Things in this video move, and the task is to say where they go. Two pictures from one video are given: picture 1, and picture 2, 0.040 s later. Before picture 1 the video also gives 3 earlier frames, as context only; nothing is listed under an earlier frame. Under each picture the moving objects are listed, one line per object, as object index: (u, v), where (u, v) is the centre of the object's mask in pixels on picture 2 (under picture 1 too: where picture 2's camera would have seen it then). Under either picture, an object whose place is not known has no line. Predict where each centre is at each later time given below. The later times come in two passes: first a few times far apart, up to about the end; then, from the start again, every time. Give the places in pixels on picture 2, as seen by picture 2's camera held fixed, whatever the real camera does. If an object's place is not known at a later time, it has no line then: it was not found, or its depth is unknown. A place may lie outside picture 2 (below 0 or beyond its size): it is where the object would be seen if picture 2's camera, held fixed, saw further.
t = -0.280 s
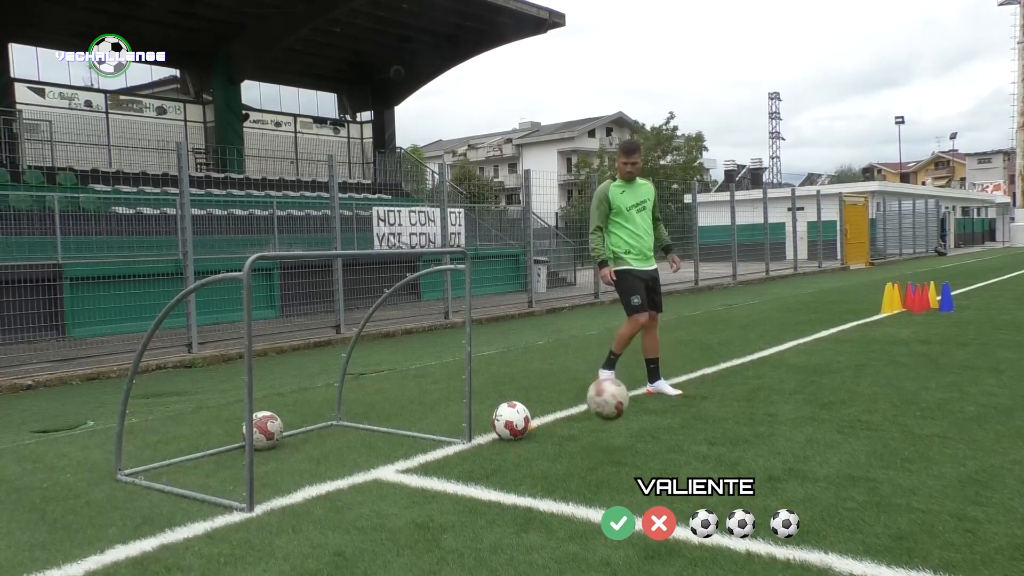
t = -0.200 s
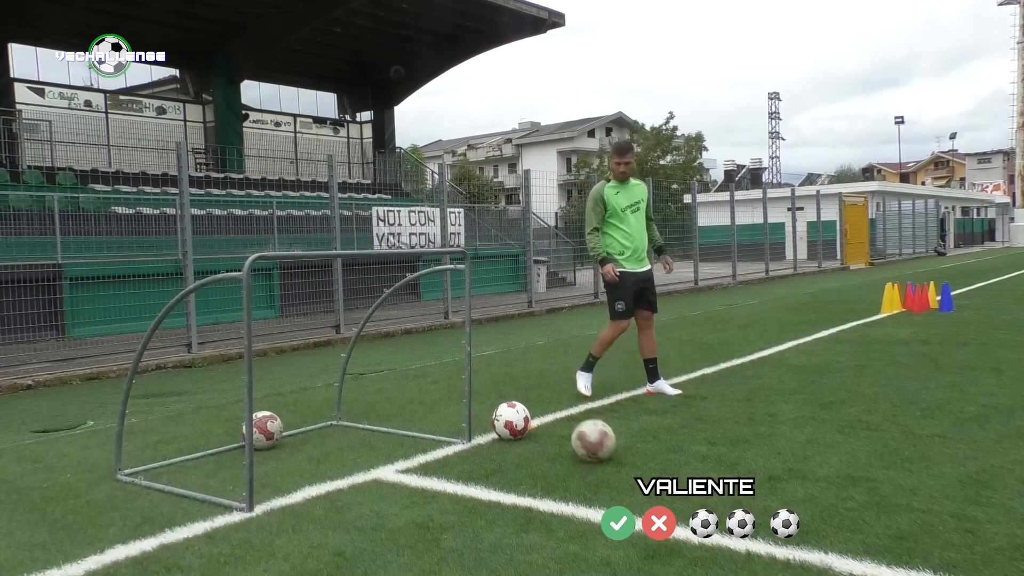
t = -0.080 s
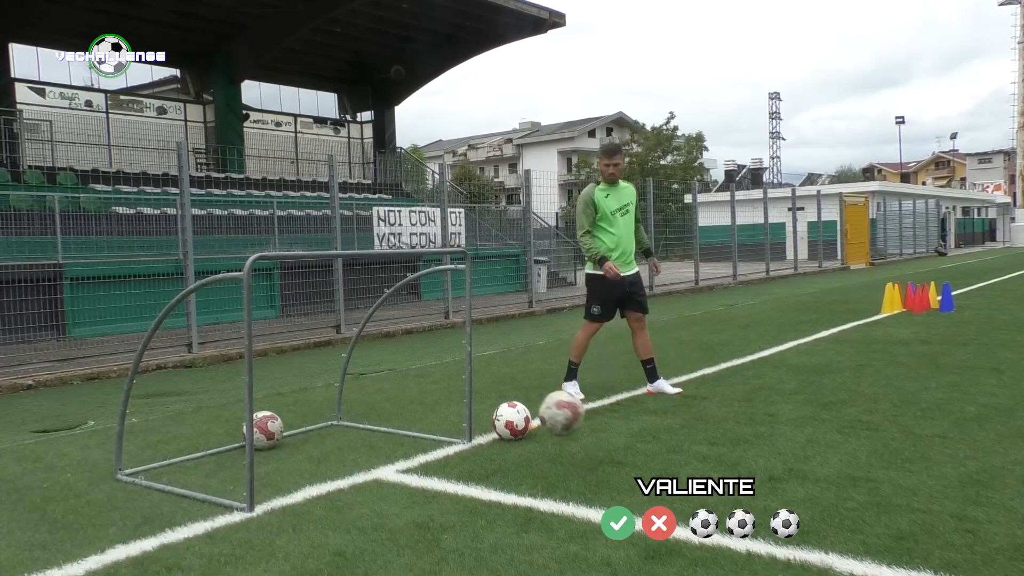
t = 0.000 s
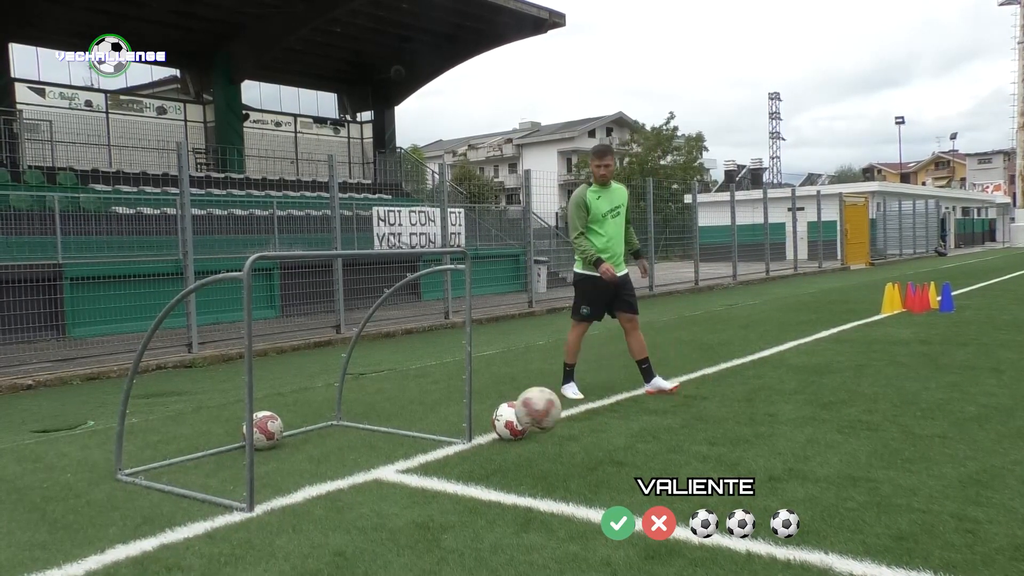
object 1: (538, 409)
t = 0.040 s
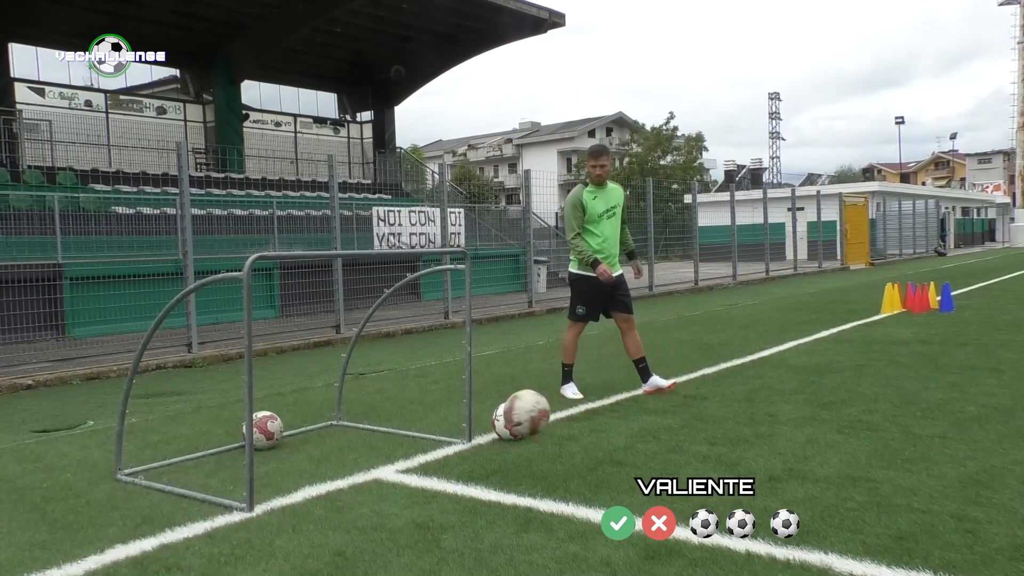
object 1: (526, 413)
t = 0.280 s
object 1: (452, 456)
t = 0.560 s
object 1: (355, 470)
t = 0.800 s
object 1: (274, 476)
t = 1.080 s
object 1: (222, 473)
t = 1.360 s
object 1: (188, 464)
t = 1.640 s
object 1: (174, 456)
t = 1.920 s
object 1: (163, 448)
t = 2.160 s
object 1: (156, 445)
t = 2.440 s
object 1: (151, 452)
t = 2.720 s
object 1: (143, 457)
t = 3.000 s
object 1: (148, 457)
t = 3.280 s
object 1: (145, 457)
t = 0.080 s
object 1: (515, 419)
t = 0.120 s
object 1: (503, 428)
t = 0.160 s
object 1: (491, 442)
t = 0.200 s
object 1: (478, 461)
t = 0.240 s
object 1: (466, 465)
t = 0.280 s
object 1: (452, 456)
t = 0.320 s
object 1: (437, 449)
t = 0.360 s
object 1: (423, 446)
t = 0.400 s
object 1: (409, 448)
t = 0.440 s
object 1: (395, 452)
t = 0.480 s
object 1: (381, 460)
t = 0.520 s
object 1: (368, 472)
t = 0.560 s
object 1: (355, 470)
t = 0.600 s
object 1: (340, 464)
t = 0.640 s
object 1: (326, 465)
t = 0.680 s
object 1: (312, 468)
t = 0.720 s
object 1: (298, 475)
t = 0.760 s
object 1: (284, 476)
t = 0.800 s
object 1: (274, 476)
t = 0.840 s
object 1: (261, 477)
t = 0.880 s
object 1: (254, 478)
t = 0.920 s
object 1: (241, 477)
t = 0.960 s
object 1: (230, 475)
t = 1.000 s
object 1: (227, 475)
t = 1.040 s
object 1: (225, 474)
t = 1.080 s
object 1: (222, 473)
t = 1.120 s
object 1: (217, 471)
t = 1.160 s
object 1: (211, 471)
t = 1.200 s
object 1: (206, 470)
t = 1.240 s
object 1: (201, 468)
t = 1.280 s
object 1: (196, 467)
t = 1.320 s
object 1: (191, 466)
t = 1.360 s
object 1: (188, 464)
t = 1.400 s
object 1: (188, 463)
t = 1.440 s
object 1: (186, 462)
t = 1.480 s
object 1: (183, 461)
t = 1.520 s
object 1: (181, 459)
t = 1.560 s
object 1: (179, 458)
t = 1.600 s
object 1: (176, 457)
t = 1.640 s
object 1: (174, 456)
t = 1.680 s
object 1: (172, 454)
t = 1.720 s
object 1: (171, 454)
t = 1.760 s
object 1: (169, 453)
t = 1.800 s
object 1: (168, 451)
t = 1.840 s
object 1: (167, 450)
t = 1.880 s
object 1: (165, 450)
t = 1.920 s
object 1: (163, 448)
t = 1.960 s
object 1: (163, 445)
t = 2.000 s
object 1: (162, 444)
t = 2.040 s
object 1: (161, 443)
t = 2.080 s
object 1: (160, 443)
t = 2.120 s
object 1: (158, 444)
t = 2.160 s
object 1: (156, 445)
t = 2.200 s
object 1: (155, 445)
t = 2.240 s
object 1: (154, 446)
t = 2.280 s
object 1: (153, 447)
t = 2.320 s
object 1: (152, 449)
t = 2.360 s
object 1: (152, 450)
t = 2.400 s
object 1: (152, 452)
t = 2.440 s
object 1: (151, 452)
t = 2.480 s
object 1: (151, 453)
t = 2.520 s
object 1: (150, 454)
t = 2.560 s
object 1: (149, 455)
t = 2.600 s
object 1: (147, 456)
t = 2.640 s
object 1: (146, 456)
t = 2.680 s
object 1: (144, 457)
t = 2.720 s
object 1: (143, 457)
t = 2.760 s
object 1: (143, 456)
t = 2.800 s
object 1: (143, 457)
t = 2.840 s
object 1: (144, 457)
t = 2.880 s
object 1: (146, 458)
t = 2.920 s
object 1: (147, 457)
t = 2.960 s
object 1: (148, 457)
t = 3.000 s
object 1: (148, 457)
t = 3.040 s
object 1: (148, 457)
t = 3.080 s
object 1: (148, 457)
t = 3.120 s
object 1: (148, 457)
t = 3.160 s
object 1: (147, 457)
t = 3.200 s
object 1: (146, 457)
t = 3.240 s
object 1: (146, 458)
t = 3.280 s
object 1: (145, 457)
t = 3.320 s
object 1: (144, 457)
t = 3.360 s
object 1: (144, 458)
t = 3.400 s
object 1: (144, 457)
